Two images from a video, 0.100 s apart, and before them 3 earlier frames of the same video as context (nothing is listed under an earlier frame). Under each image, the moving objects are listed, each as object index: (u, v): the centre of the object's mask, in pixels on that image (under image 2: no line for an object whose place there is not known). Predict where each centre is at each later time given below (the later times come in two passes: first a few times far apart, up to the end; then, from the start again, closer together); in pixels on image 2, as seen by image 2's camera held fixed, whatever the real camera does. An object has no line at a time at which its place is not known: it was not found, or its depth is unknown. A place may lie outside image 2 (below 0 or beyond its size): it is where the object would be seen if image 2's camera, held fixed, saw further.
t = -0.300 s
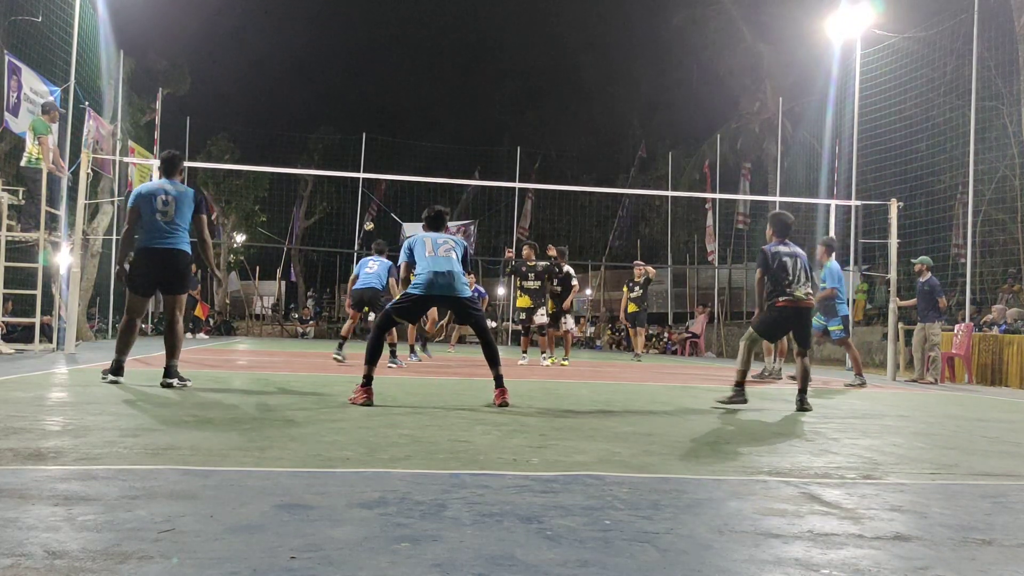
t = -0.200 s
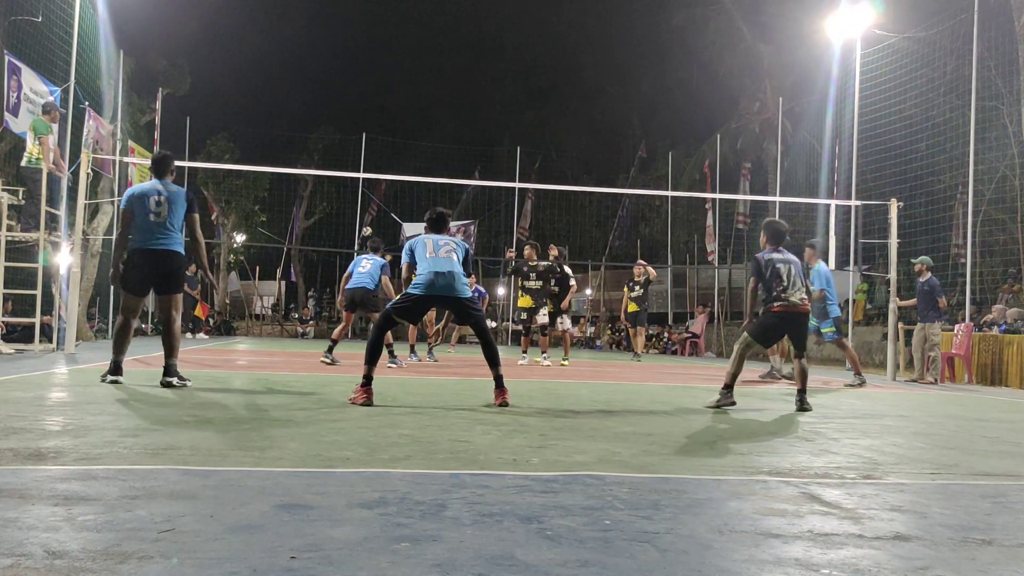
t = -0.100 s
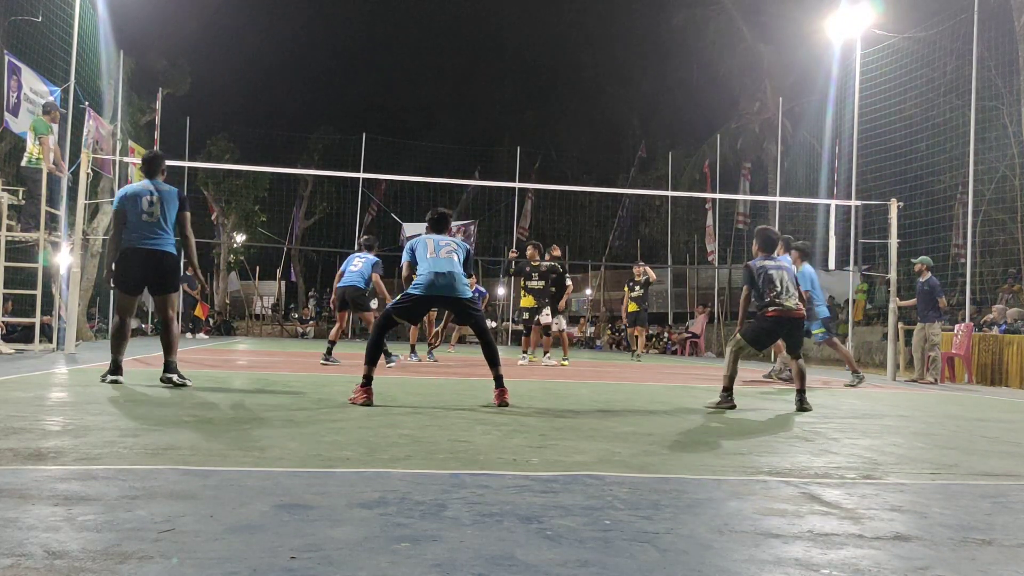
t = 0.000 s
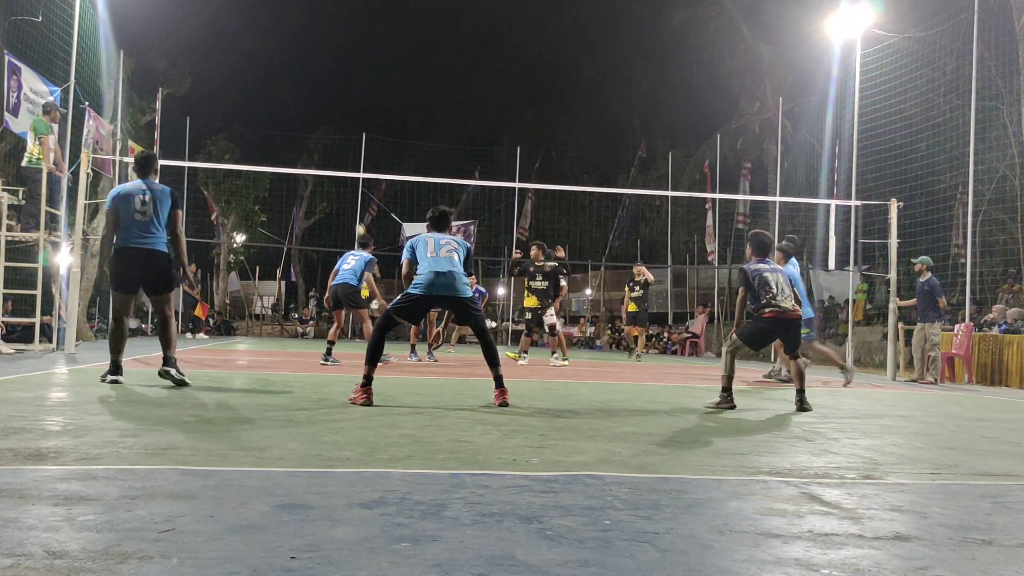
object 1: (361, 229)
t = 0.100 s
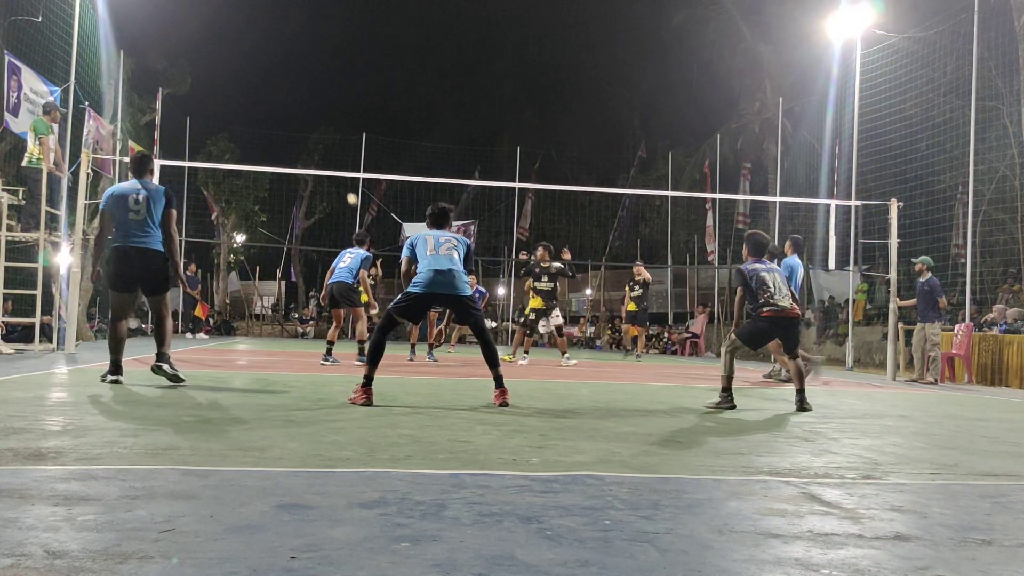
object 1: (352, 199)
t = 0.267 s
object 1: (336, 154)
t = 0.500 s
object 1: (307, 107)
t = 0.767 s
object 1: (262, 82)
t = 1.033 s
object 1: (197, 107)
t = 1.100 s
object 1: (176, 125)
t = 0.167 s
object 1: (346, 181)
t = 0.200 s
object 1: (343, 169)
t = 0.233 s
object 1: (340, 162)
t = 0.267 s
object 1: (336, 154)
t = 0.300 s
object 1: (332, 146)
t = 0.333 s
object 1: (328, 138)
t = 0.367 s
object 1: (325, 131)
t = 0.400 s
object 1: (321, 124)
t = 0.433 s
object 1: (316, 118)
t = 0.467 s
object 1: (312, 112)
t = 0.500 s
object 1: (307, 107)
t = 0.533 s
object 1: (302, 101)
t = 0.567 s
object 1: (297, 97)
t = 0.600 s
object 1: (292, 93)
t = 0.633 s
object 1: (287, 89)
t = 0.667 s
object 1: (280, 85)
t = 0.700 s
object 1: (275, 84)
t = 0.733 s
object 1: (269, 83)
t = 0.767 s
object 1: (262, 82)
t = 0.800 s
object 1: (255, 81)
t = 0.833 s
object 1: (248, 82)
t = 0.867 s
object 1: (240, 84)
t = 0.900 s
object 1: (233, 86)
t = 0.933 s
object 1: (224, 90)
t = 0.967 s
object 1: (215, 95)
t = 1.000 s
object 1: (206, 100)
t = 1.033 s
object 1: (197, 107)
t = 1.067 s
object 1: (186, 116)
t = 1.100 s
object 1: (176, 125)
